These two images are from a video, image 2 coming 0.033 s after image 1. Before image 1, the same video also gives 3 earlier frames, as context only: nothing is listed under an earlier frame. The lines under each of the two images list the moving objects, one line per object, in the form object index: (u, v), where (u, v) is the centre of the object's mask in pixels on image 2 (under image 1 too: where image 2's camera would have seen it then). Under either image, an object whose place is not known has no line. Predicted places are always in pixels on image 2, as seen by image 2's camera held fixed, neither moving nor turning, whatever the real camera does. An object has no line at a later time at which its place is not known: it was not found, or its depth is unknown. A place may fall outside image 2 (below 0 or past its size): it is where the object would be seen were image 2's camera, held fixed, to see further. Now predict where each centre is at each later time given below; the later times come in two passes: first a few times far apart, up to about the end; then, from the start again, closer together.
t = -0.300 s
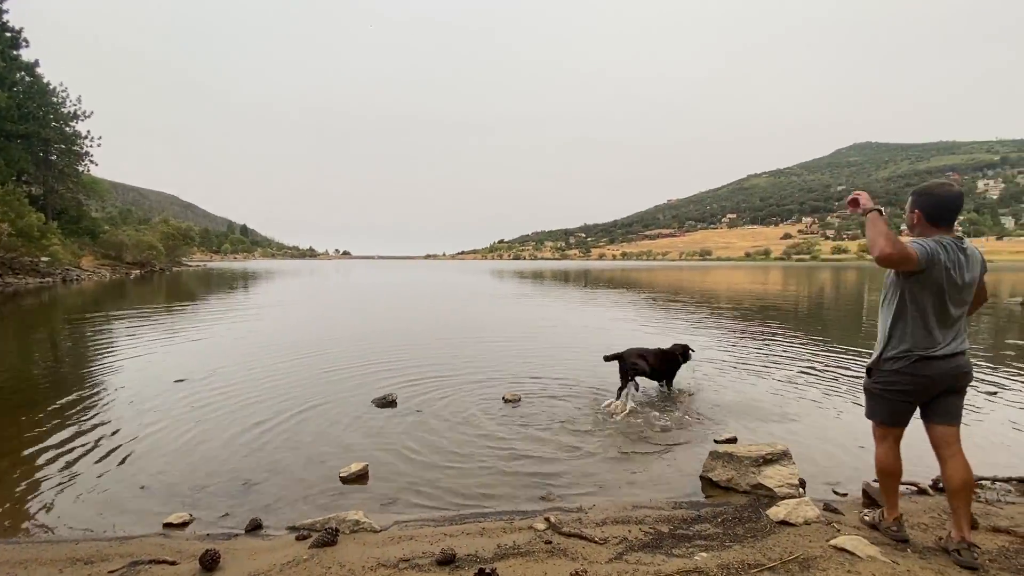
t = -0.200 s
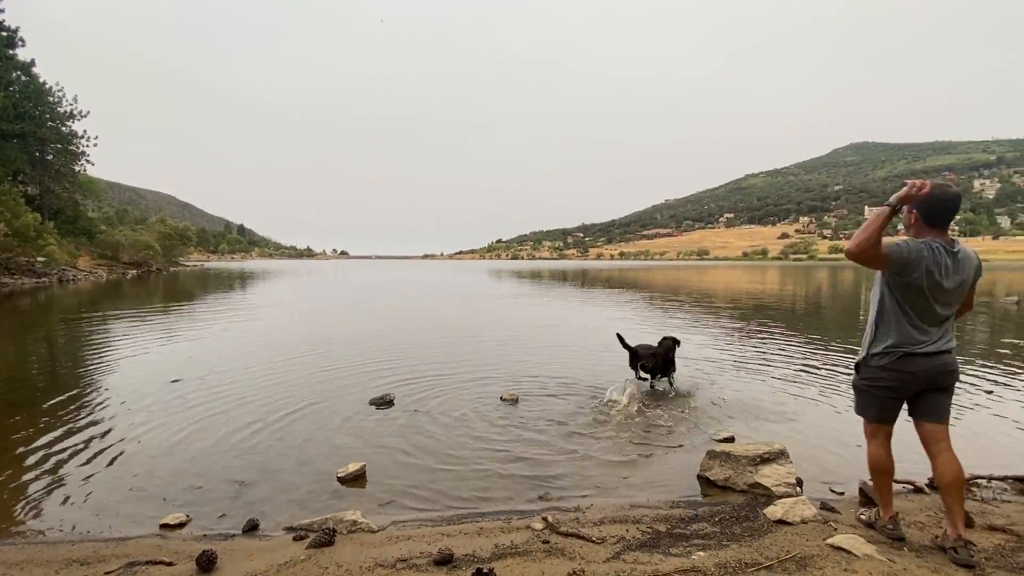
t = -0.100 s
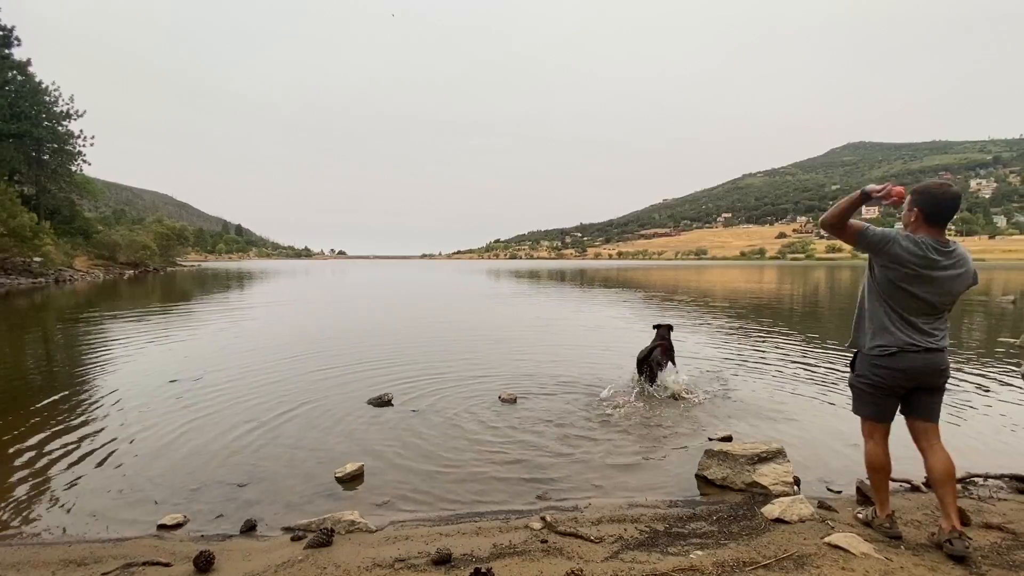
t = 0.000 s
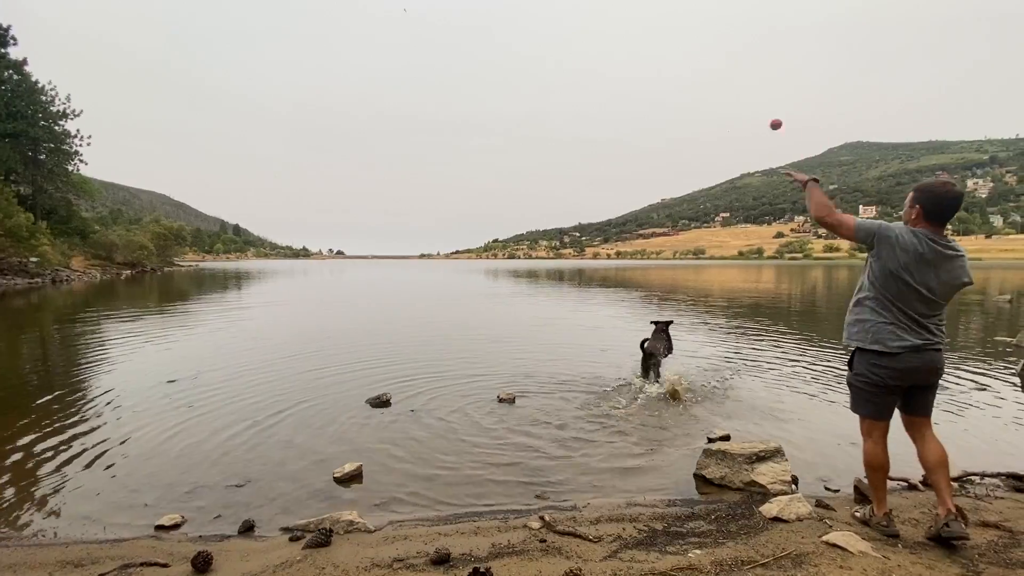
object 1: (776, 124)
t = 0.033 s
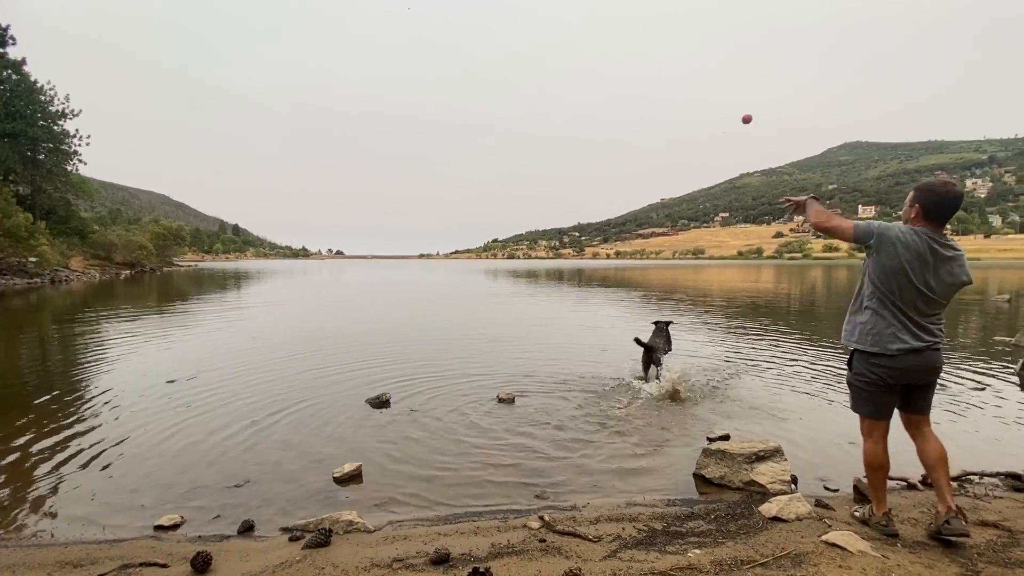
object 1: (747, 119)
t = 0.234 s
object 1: (661, 123)
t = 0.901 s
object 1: (594, 226)
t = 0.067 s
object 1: (724, 116)
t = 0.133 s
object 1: (692, 116)
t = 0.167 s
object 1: (680, 118)
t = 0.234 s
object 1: (661, 123)
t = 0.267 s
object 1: (654, 127)
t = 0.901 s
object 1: (594, 226)
